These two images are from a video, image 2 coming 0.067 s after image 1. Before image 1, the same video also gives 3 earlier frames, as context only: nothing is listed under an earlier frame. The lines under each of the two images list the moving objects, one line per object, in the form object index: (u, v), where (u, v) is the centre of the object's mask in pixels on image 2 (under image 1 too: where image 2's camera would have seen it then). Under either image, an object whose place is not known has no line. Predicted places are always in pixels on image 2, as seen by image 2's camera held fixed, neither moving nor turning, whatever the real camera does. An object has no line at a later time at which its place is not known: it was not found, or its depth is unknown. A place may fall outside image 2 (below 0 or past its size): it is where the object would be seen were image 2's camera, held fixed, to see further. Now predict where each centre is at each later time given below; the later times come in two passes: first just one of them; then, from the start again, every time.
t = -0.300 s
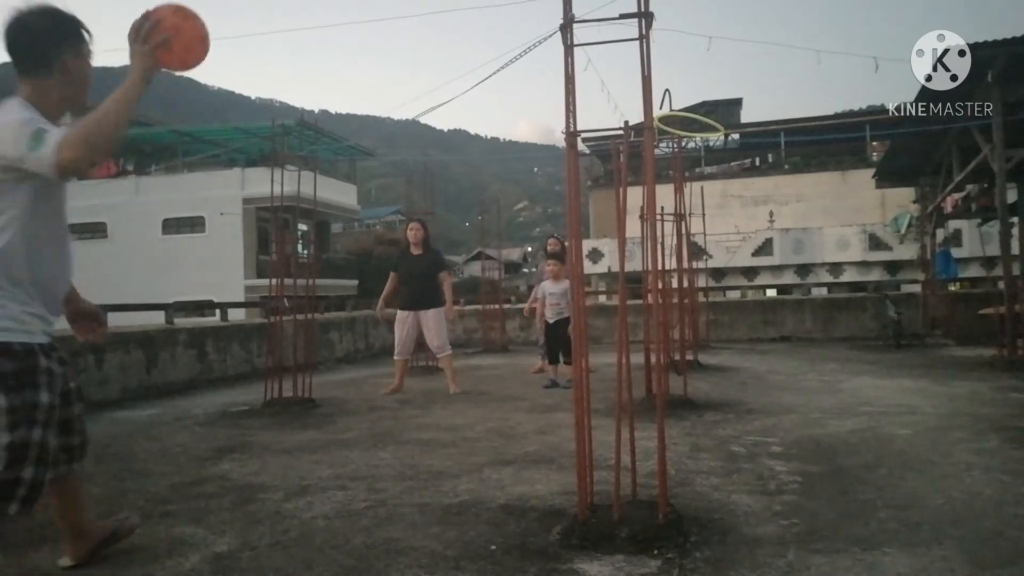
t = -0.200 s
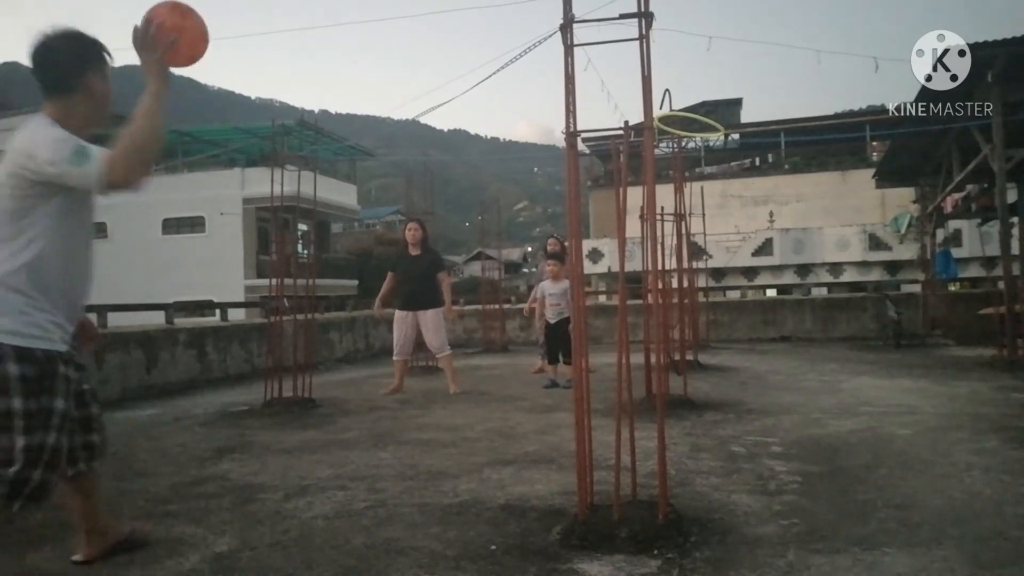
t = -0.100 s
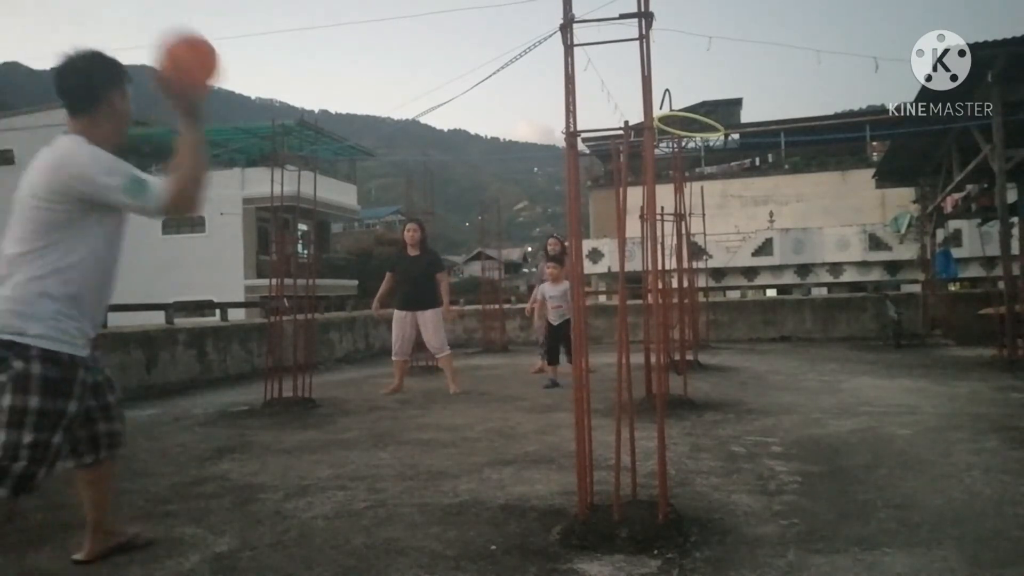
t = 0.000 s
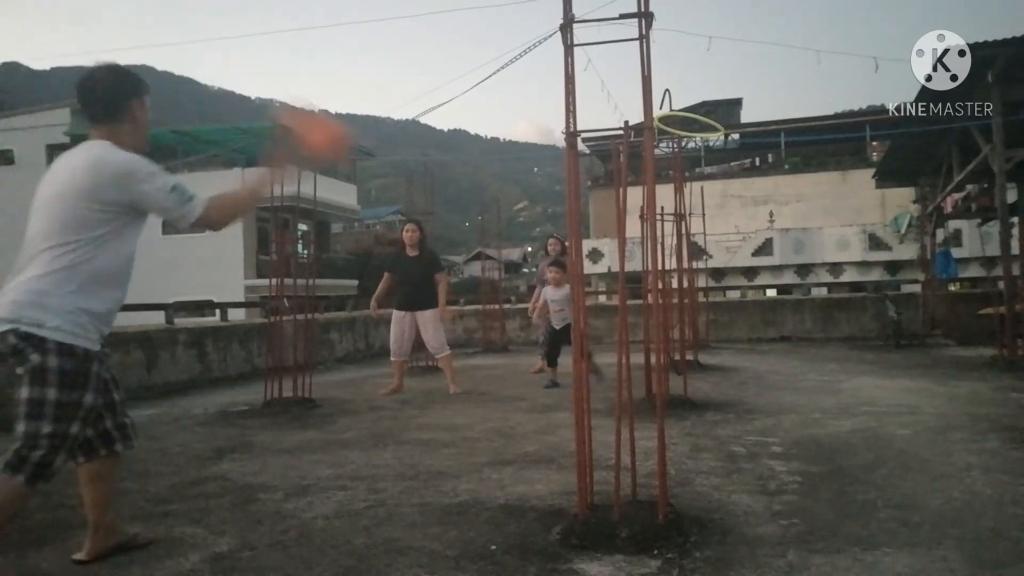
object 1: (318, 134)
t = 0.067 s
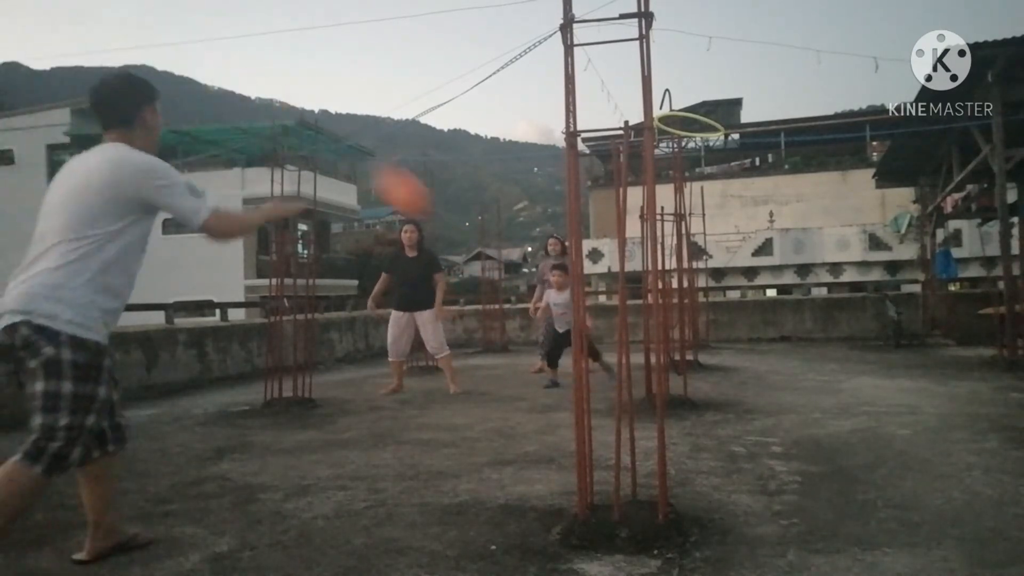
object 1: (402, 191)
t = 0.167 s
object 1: (480, 260)
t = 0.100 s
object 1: (431, 216)
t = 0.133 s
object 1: (456, 238)
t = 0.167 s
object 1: (480, 260)
